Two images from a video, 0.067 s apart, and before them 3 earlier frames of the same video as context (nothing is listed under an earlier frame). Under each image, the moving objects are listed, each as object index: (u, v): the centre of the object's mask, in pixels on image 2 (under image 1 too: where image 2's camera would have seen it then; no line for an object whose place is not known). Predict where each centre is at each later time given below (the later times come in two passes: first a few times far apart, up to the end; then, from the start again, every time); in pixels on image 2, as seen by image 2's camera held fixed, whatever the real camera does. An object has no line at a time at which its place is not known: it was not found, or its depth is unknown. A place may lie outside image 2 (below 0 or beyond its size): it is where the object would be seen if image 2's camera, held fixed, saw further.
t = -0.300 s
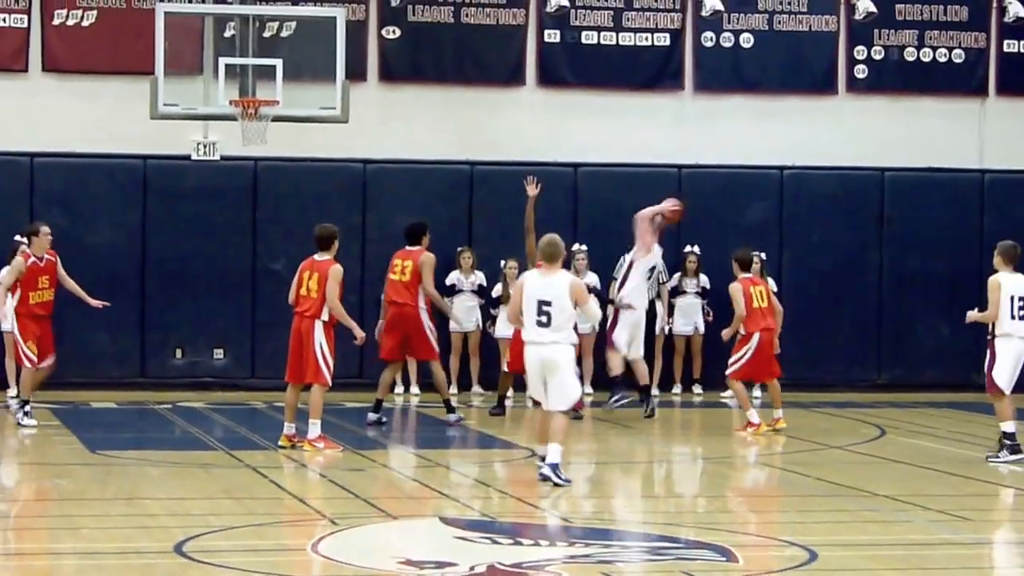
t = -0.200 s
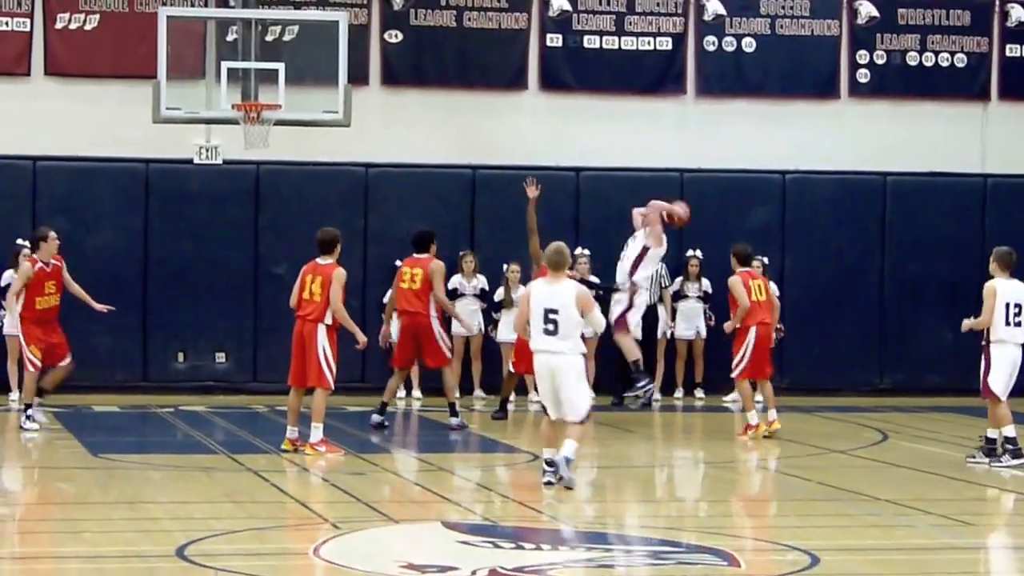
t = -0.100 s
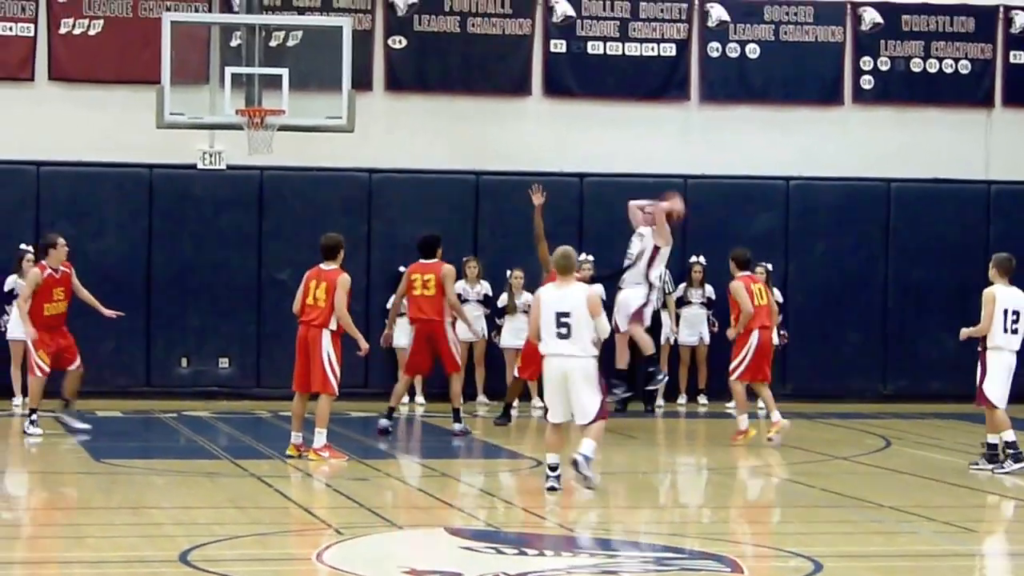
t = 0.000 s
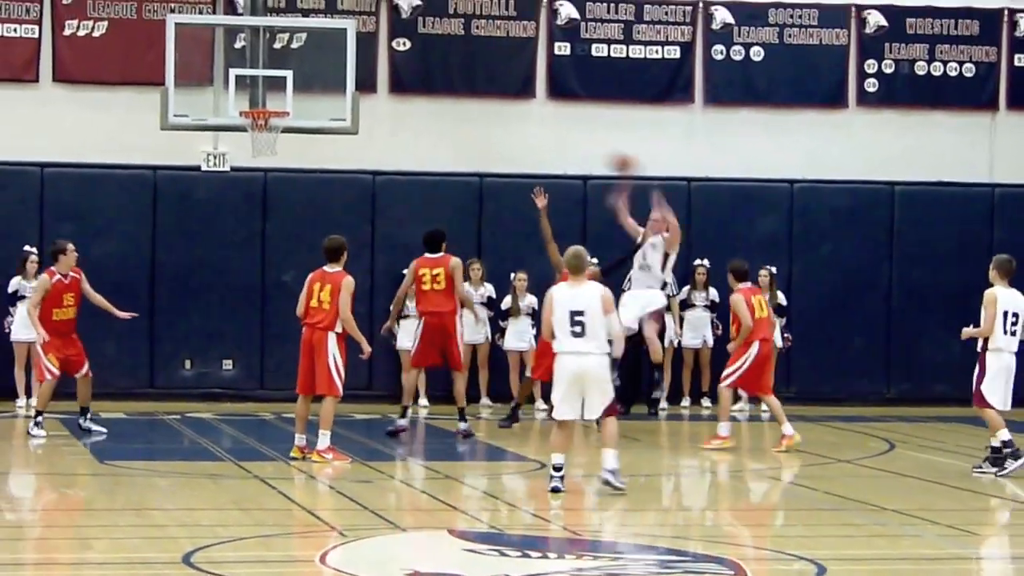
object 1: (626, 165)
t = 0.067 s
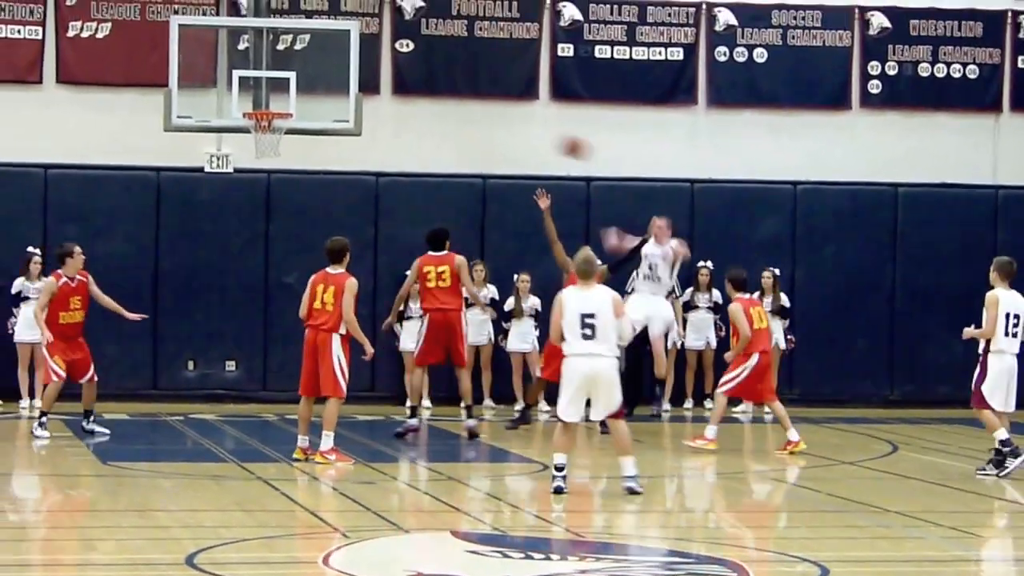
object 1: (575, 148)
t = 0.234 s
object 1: (434, 118)
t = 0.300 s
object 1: (375, 113)
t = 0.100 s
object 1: (548, 140)
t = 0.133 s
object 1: (520, 131)
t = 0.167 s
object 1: (491, 127)
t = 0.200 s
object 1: (462, 122)
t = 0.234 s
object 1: (434, 118)
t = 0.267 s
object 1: (404, 115)
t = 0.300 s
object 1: (375, 113)
